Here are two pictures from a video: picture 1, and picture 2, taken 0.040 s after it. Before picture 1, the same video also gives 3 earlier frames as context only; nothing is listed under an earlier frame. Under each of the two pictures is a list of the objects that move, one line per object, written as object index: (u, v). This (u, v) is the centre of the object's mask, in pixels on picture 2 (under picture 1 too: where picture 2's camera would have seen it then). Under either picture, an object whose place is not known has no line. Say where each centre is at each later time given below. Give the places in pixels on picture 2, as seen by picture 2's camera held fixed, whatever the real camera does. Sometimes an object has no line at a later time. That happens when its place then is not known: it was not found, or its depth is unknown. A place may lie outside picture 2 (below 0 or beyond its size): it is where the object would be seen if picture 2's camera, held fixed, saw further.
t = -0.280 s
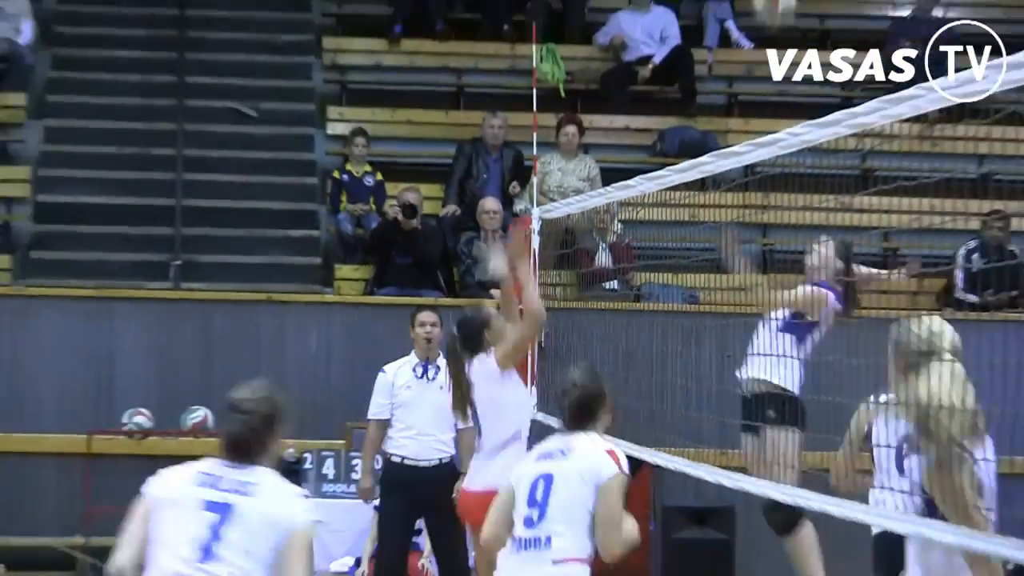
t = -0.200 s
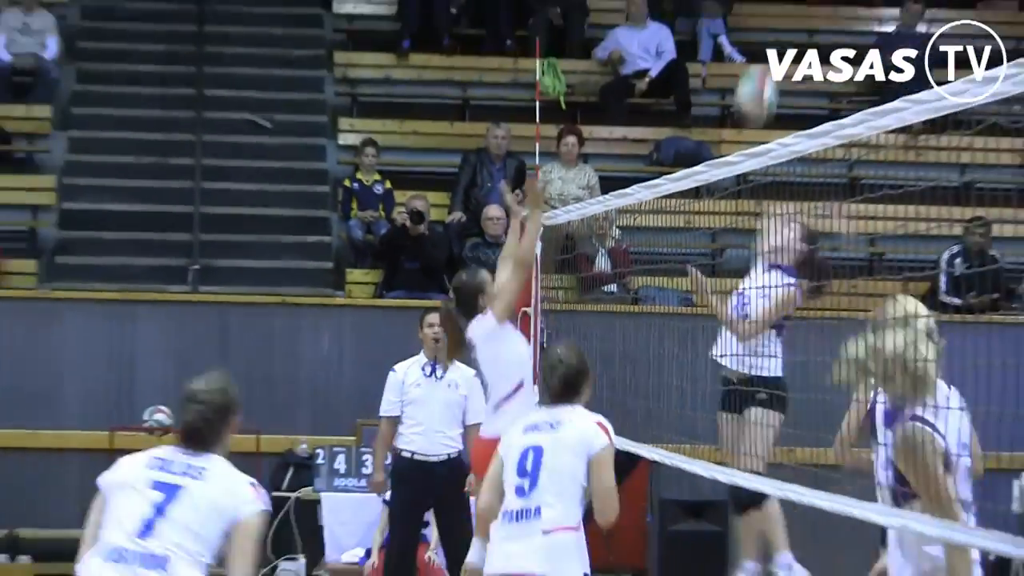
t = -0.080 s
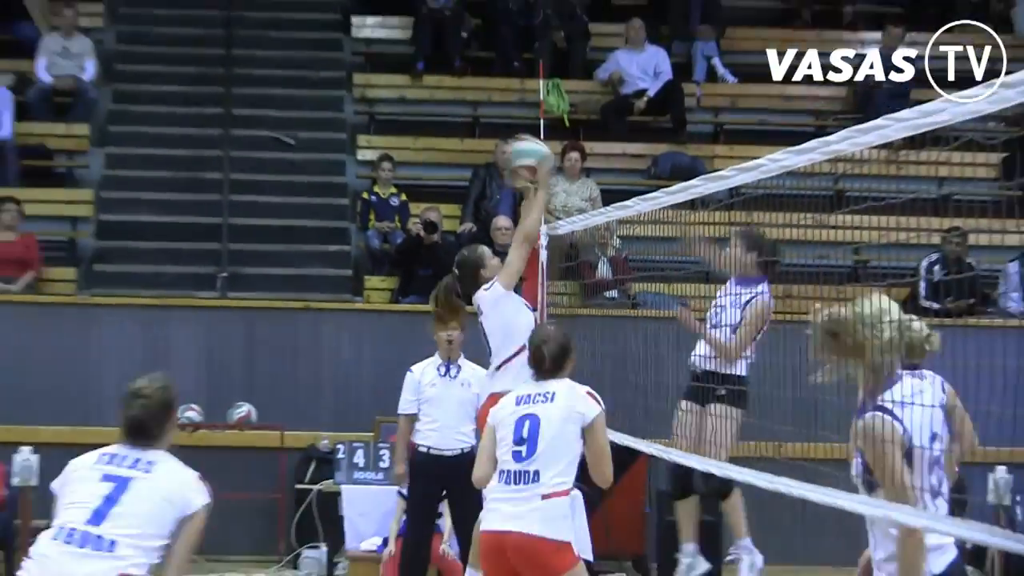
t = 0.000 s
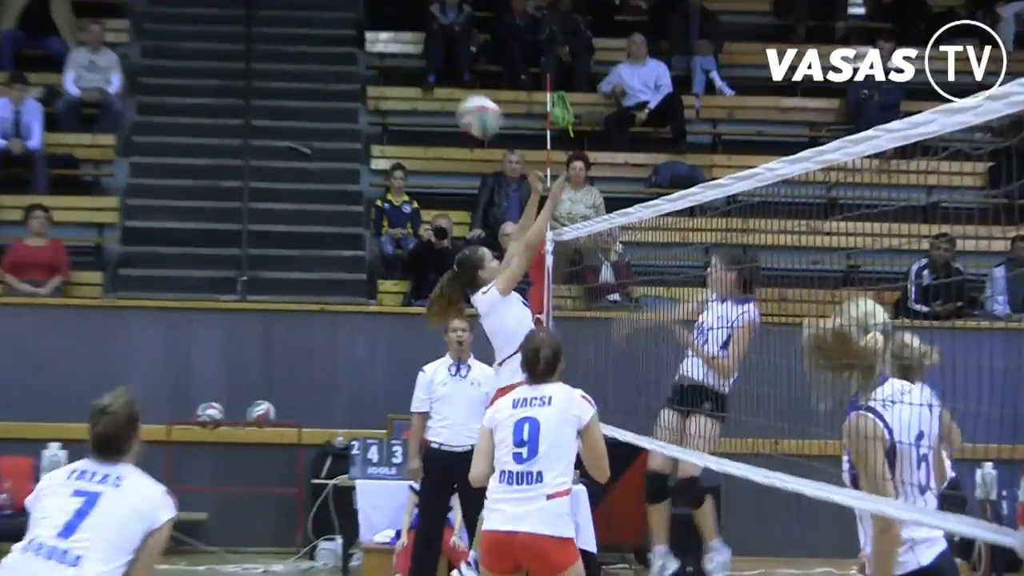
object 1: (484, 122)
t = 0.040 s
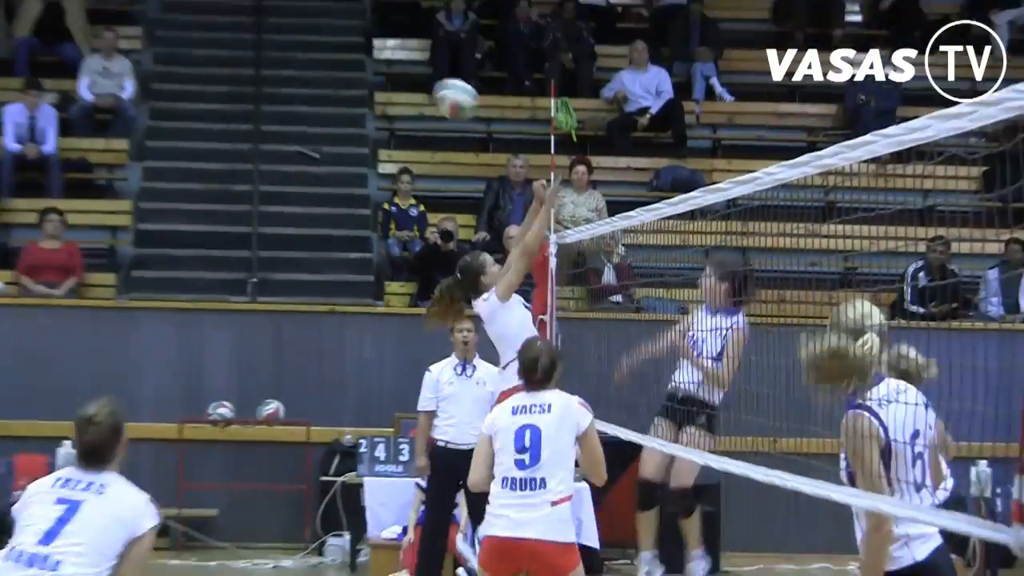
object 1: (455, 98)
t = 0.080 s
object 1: (426, 79)
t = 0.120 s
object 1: (398, 64)
